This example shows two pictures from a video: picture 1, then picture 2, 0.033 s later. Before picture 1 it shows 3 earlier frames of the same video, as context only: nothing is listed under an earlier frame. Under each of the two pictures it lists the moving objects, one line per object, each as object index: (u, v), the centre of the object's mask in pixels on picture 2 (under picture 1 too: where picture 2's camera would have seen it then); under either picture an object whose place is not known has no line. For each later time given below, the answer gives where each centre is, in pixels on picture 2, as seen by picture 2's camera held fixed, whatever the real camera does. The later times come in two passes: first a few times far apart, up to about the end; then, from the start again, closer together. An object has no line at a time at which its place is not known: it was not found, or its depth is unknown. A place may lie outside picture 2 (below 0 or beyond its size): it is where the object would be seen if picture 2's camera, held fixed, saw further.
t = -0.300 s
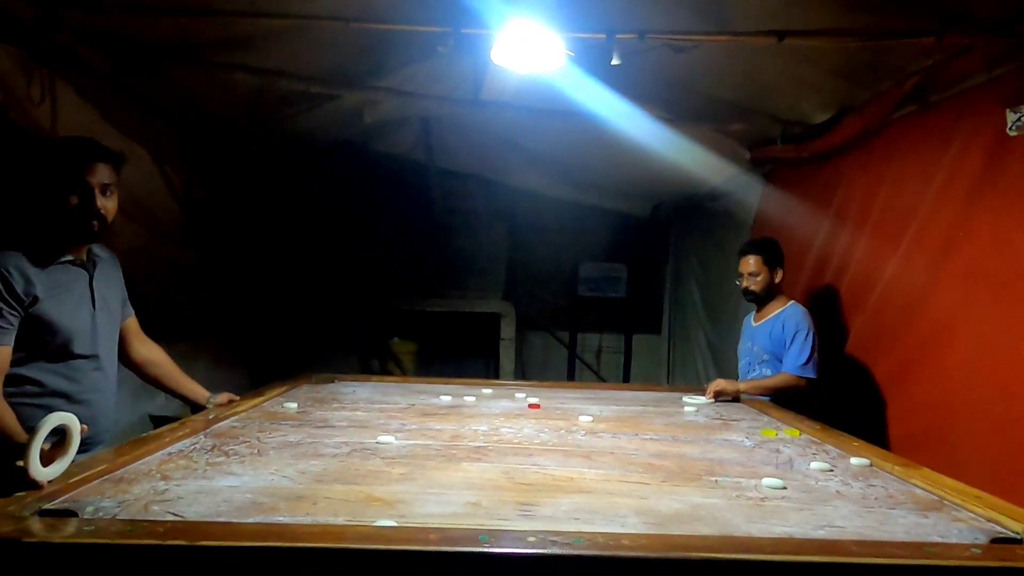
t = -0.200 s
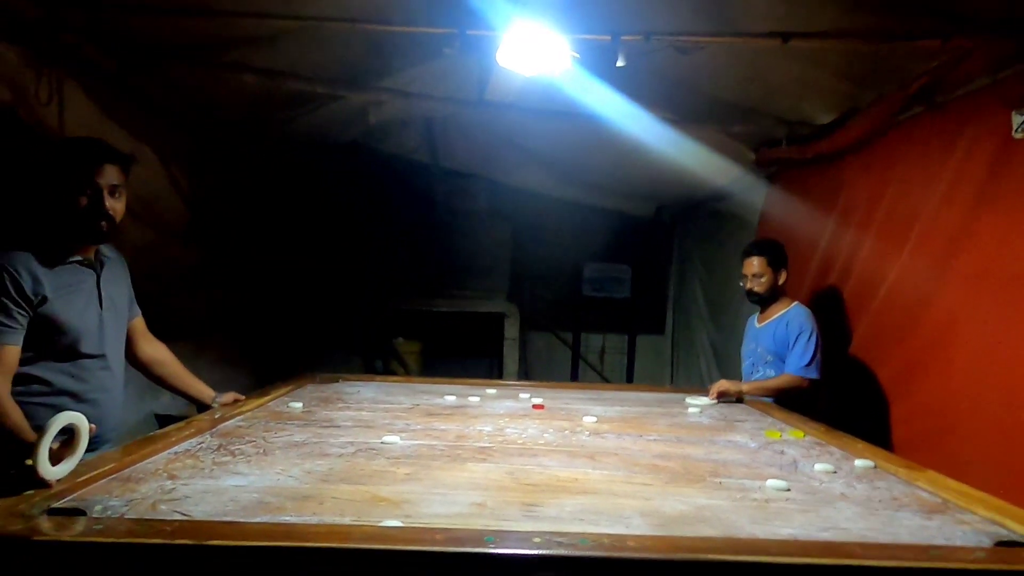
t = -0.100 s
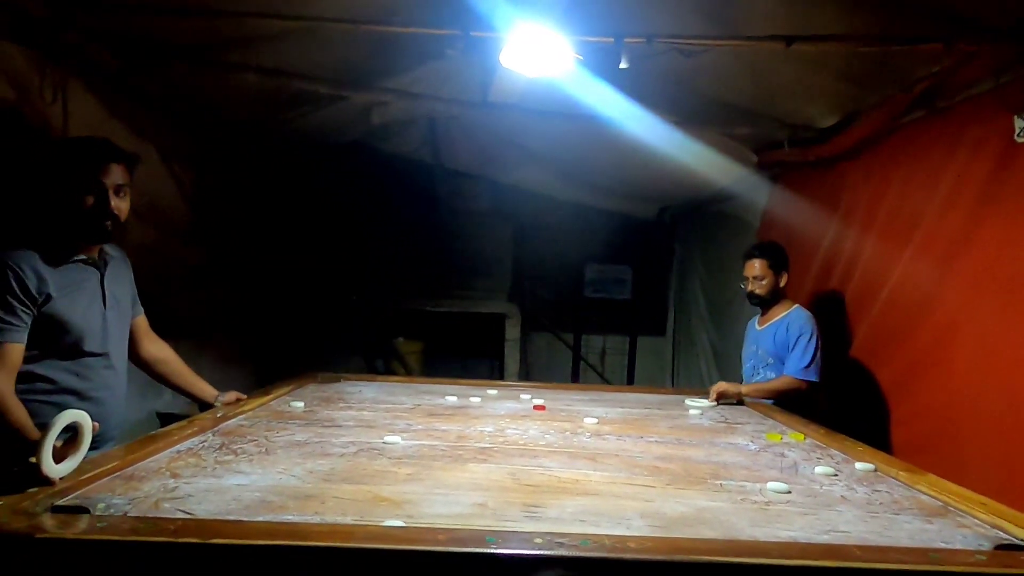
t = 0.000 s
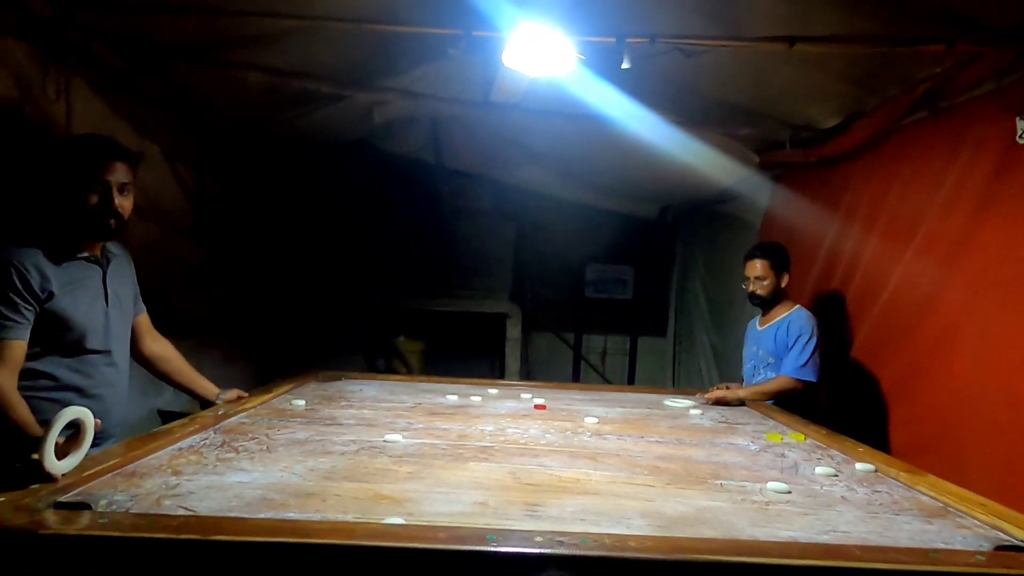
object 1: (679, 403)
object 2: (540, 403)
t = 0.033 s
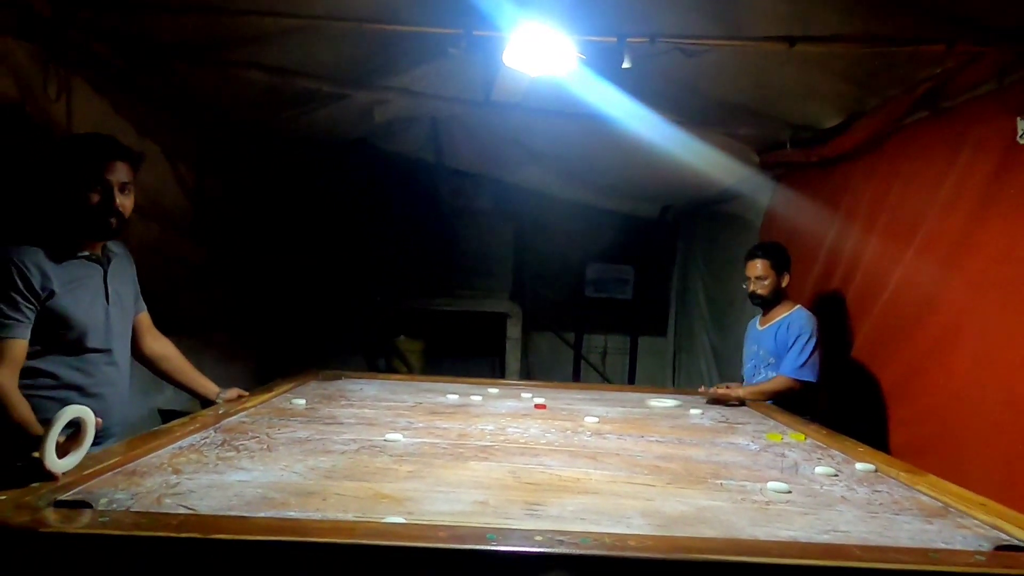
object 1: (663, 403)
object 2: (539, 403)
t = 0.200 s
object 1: (580, 403)
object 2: (540, 403)
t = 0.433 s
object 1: (479, 404)
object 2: (476, 414)
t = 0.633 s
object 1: (393, 403)
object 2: (391, 427)
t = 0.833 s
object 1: (302, 404)
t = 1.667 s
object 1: (454, 428)
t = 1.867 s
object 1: (504, 434)
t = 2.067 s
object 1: (553, 440)
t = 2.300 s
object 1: (611, 447)
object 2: (452, 459)
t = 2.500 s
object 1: (661, 452)
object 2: (484, 451)
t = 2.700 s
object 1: (710, 458)
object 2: (513, 444)
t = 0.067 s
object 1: (647, 403)
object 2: (540, 403)
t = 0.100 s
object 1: (630, 403)
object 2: (540, 403)
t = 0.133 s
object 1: (614, 403)
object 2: (540, 403)
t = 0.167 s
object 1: (597, 403)
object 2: (539, 403)
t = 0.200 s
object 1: (580, 403)
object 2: (540, 403)
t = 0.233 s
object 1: (563, 403)
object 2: (540, 403)
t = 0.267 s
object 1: (547, 402)
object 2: (536, 404)
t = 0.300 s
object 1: (535, 403)
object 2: (523, 405)
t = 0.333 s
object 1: (520, 403)
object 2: (512, 409)
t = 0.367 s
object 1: (506, 403)
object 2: (500, 411)
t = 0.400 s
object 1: (493, 403)
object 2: (489, 413)
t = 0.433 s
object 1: (479, 404)
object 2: (476, 414)
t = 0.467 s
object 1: (465, 403)
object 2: (464, 416)
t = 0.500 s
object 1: (451, 403)
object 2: (450, 418)
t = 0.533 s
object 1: (437, 403)
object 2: (436, 421)
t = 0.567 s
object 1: (422, 403)
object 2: (421, 423)
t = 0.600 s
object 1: (407, 403)
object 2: (406, 425)
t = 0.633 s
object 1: (393, 403)
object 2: (391, 427)
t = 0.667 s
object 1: (378, 403)
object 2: (375, 430)
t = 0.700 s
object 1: (362, 404)
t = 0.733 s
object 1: (347, 404)
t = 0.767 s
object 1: (333, 404)
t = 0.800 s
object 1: (314, 403)
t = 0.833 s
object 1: (302, 404)
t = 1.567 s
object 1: (429, 425)
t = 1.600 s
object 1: (438, 426)
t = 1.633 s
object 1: (446, 427)
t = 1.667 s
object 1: (454, 428)
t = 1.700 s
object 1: (462, 429)
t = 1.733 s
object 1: (470, 430)
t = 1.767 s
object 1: (478, 430)
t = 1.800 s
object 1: (487, 431)
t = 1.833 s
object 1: (495, 433)
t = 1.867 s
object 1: (504, 434)
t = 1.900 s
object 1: (511, 434)
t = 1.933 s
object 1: (520, 435)
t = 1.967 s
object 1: (528, 437)
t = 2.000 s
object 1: (536, 437)
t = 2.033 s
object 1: (544, 439)
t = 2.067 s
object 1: (553, 440)
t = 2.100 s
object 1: (561, 441)
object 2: (414, 468)
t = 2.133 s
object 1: (570, 442)
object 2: (421, 467)
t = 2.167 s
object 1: (578, 443)
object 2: (427, 465)
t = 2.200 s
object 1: (586, 444)
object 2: (434, 463)
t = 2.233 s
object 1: (595, 444)
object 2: (440, 462)
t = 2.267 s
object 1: (603, 445)
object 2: (446, 460)
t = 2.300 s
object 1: (611, 447)
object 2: (452, 459)
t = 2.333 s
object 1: (619, 447)
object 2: (458, 457)
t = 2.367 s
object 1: (628, 448)
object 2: (463, 456)
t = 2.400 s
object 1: (636, 449)
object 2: (469, 455)
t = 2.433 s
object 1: (644, 450)
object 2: (474, 453)
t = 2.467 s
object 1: (653, 451)
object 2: (480, 452)
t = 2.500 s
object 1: (661, 452)
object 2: (484, 451)
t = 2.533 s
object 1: (669, 453)
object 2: (489, 450)
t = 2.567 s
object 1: (677, 454)
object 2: (495, 449)
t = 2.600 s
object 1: (686, 455)
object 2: (499, 447)
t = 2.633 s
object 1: (694, 456)
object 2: (504, 446)
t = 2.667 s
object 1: (702, 457)
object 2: (509, 445)
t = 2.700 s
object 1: (710, 458)
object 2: (513, 444)
